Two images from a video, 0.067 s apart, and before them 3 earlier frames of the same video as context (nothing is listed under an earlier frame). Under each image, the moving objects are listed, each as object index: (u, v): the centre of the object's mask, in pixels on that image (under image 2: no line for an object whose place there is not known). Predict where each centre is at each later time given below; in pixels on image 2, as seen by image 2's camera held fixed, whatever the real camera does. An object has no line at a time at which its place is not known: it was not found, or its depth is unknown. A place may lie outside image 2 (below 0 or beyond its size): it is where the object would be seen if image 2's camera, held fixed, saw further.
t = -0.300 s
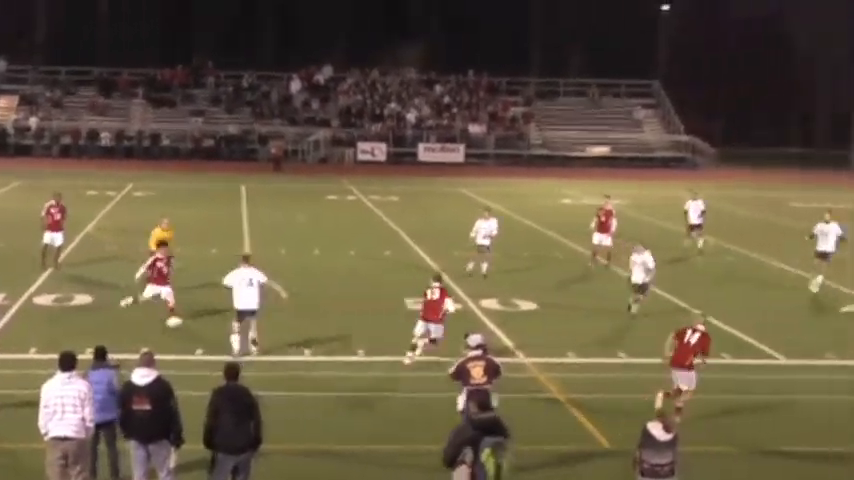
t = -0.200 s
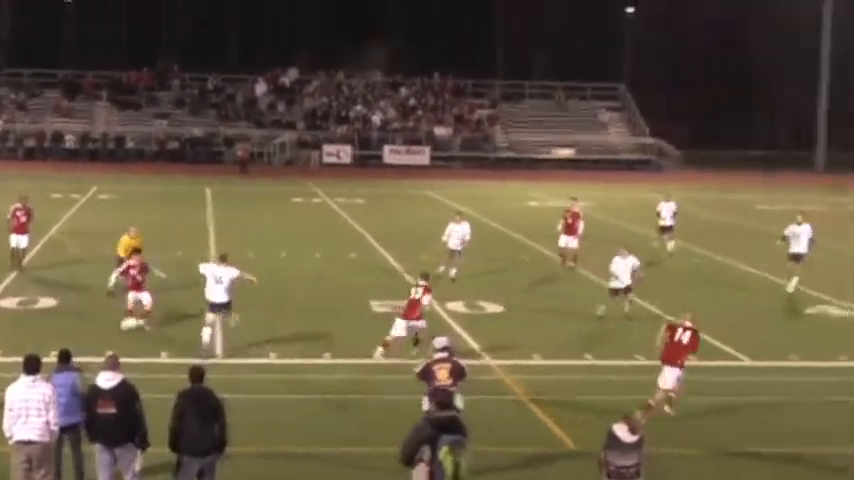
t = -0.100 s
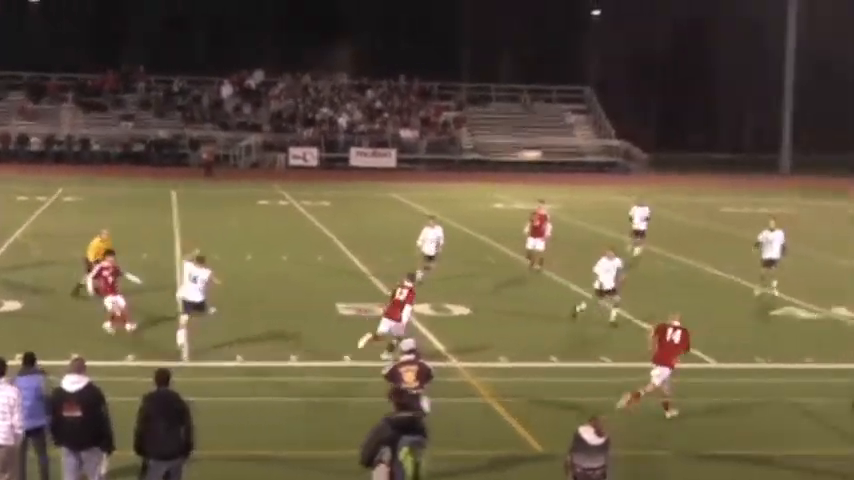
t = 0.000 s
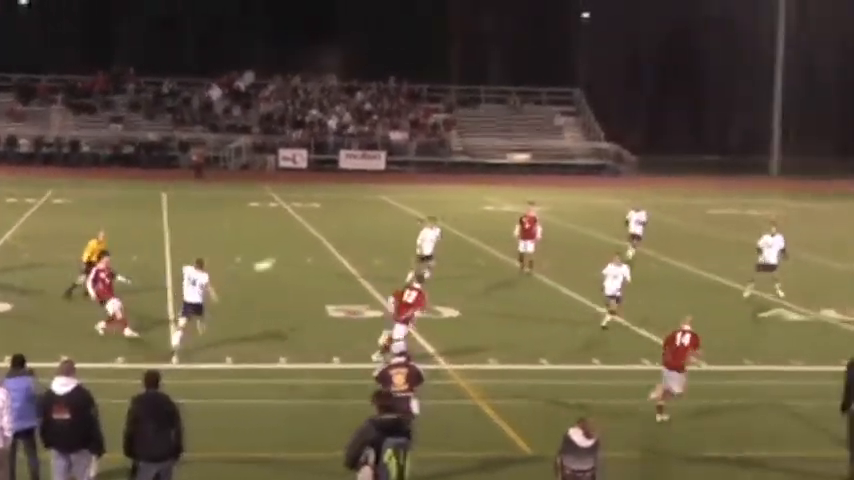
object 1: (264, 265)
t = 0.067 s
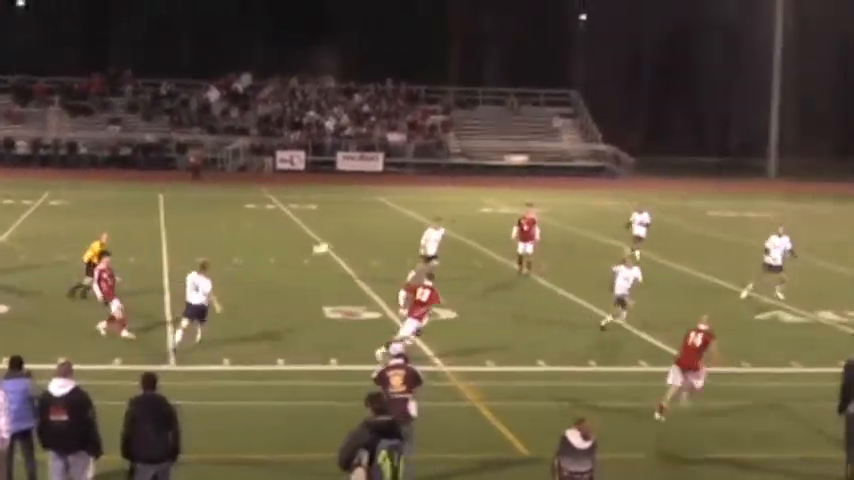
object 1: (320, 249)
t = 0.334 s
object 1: (547, 193)
